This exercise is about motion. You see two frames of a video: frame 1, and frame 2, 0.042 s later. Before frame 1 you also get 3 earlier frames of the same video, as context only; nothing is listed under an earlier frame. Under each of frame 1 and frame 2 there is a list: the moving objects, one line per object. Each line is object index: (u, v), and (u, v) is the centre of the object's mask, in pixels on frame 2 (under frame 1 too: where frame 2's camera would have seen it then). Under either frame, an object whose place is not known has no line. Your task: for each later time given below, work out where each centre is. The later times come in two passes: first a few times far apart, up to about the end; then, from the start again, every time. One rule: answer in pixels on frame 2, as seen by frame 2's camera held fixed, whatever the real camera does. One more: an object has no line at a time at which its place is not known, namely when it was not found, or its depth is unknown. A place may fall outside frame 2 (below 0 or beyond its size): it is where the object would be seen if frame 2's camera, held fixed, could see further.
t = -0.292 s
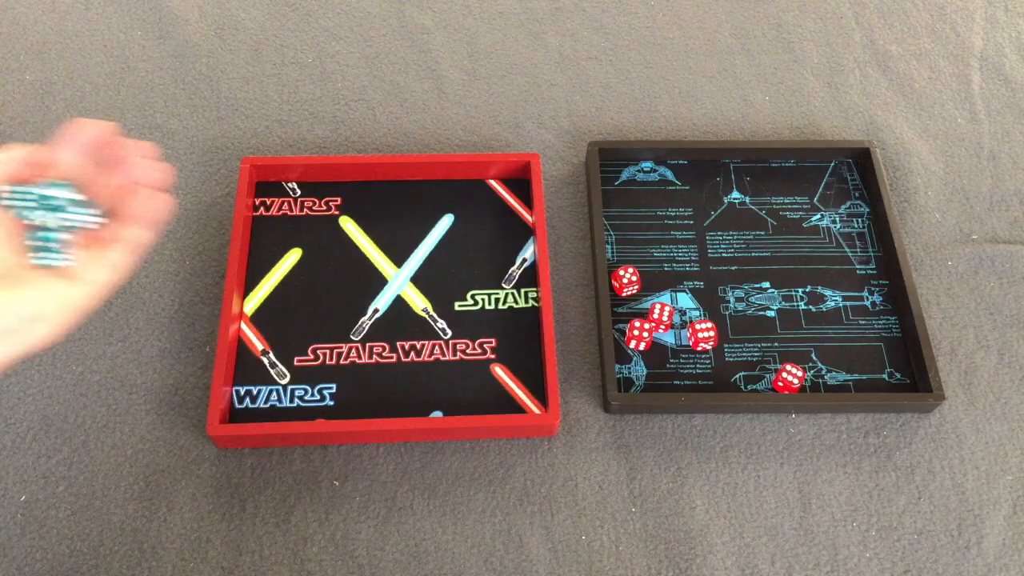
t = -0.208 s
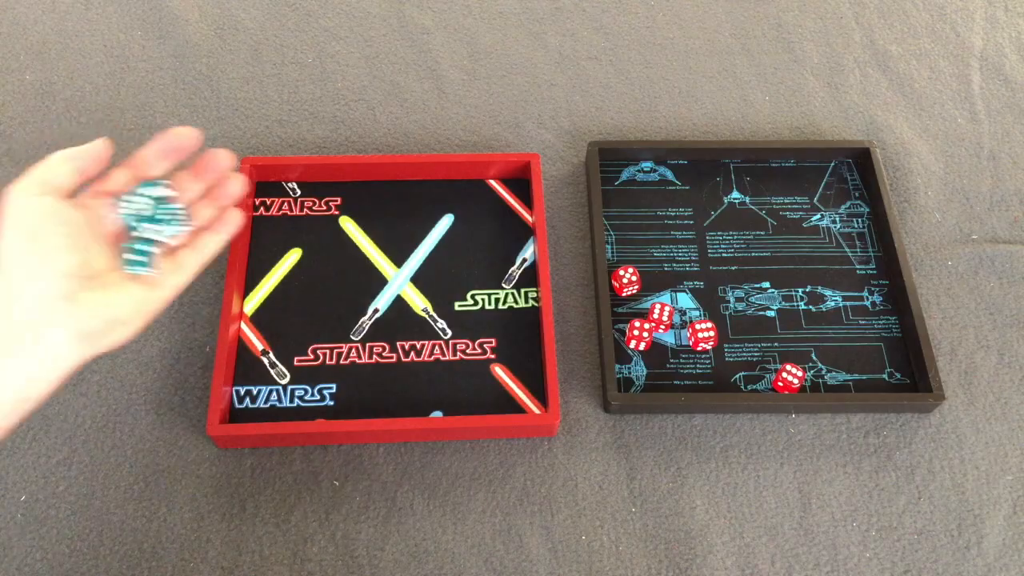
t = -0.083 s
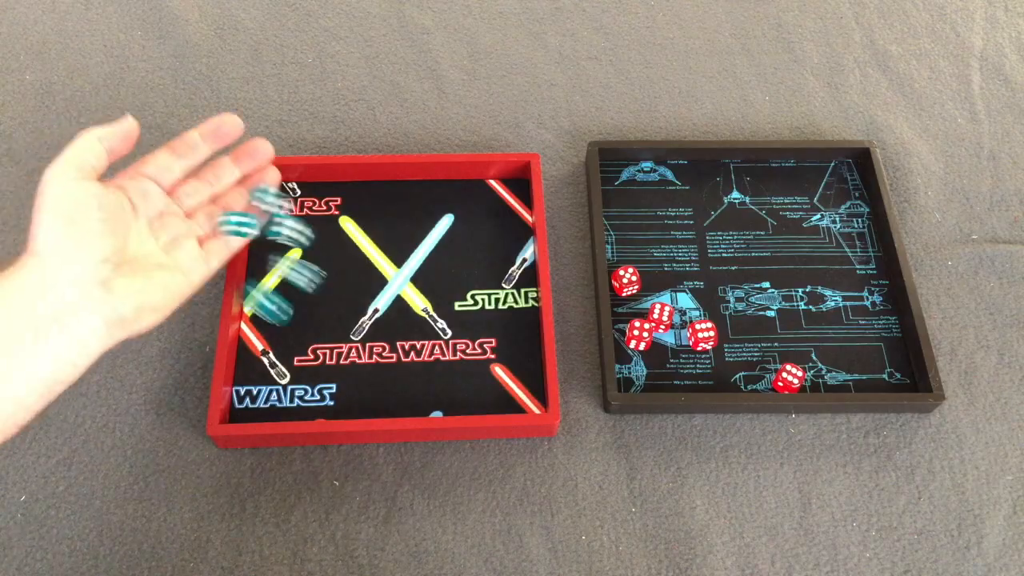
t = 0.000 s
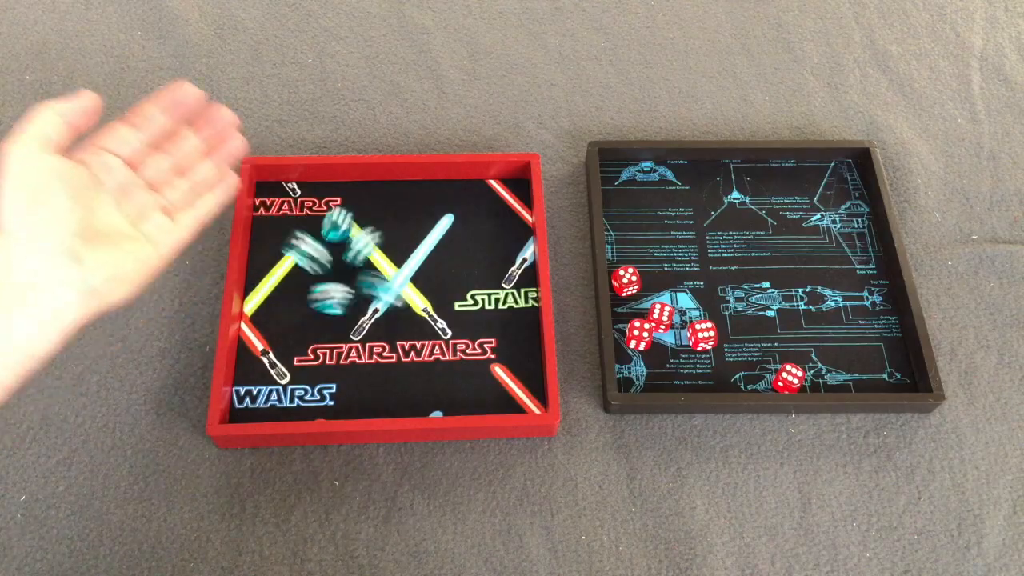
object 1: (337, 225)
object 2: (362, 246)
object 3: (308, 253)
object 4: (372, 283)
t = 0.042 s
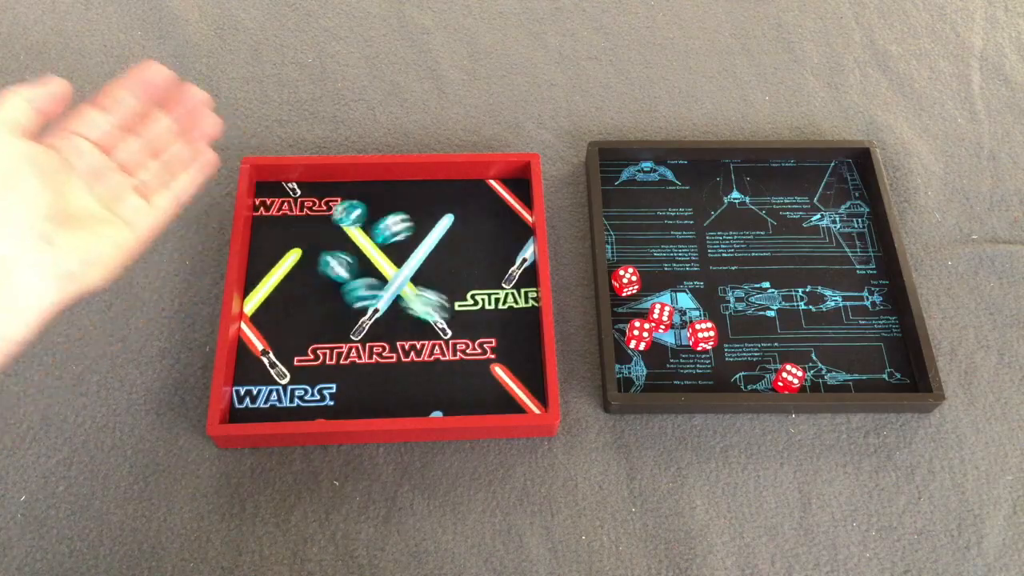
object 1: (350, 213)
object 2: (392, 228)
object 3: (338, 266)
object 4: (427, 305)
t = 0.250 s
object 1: (396, 208)
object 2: (501, 204)
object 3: (401, 296)
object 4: (521, 347)
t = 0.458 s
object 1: (396, 208)
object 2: (493, 187)
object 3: (402, 297)
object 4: (513, 355)
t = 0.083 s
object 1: (363, 214)
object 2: (419, 222)
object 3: (361, 277)
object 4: (466, 318)
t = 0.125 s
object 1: (374, 209)
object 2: (444, 214)
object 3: (375, 284)
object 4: (504, 327)
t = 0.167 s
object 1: (385, 208)
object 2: (467, 209)
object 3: (385, 292)
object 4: (523, 334)
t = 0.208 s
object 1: (392, 209)
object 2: (485, 207)
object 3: (396, 294)
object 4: (521, 340)
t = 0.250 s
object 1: (396, 208)
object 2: (501, 204)
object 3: (401, 296)
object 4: (521, 347)
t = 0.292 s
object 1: (396, 208)
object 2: (516, 199)
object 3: (402, 297)
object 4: (521, 354)
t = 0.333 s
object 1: (396, 208)
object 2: (512, 193)
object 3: (402, 297)
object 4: (517, 357)
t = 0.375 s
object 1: (396, 208)
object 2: (505, 190)
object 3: (402, 297)
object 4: (514, 356)
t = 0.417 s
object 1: (396, 208)
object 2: (498, 189)
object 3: (402, 297)
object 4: (513, 355)
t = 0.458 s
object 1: (396, 208)
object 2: (493, 187)
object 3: (402, 297)
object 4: (513, 355)
